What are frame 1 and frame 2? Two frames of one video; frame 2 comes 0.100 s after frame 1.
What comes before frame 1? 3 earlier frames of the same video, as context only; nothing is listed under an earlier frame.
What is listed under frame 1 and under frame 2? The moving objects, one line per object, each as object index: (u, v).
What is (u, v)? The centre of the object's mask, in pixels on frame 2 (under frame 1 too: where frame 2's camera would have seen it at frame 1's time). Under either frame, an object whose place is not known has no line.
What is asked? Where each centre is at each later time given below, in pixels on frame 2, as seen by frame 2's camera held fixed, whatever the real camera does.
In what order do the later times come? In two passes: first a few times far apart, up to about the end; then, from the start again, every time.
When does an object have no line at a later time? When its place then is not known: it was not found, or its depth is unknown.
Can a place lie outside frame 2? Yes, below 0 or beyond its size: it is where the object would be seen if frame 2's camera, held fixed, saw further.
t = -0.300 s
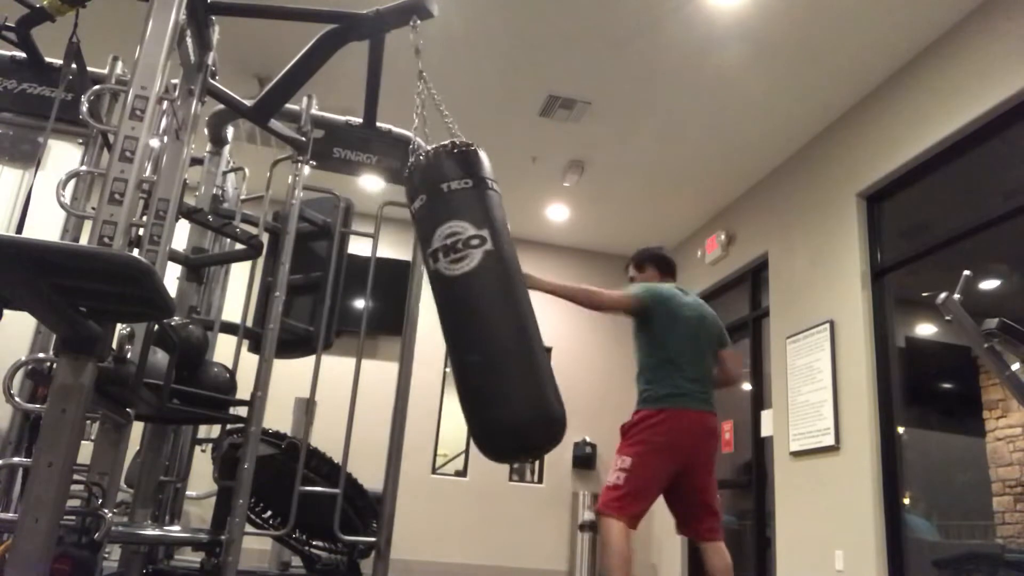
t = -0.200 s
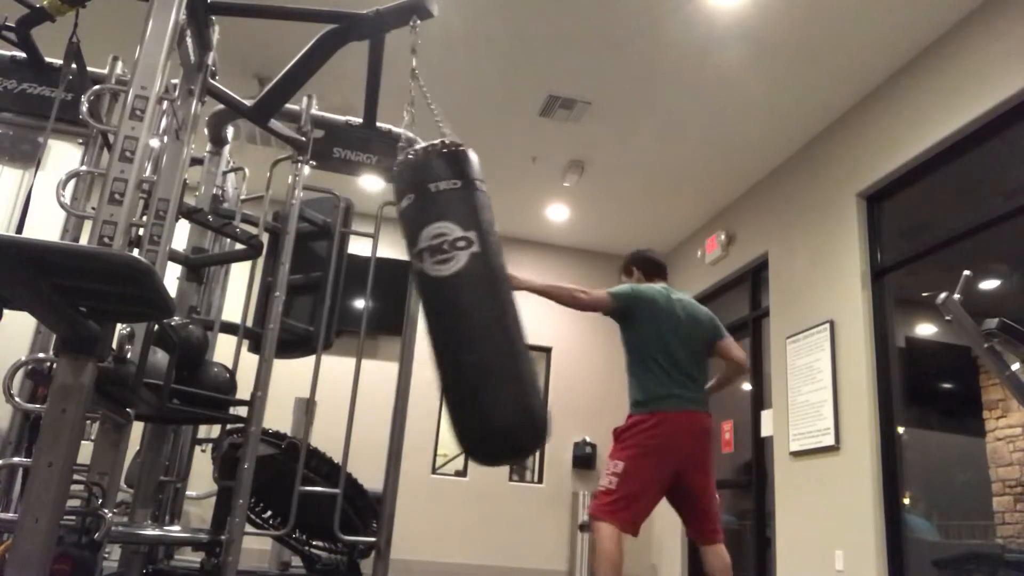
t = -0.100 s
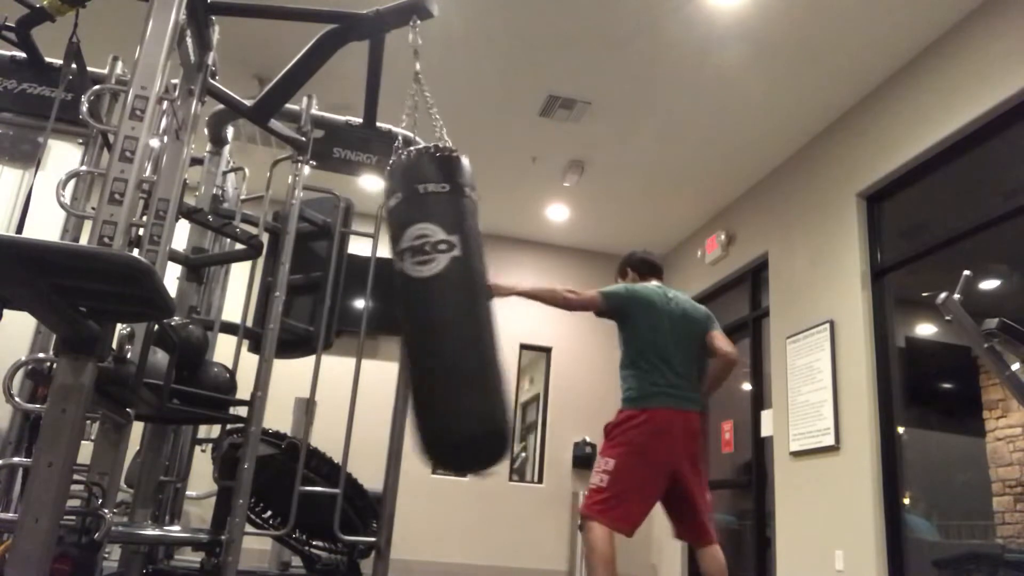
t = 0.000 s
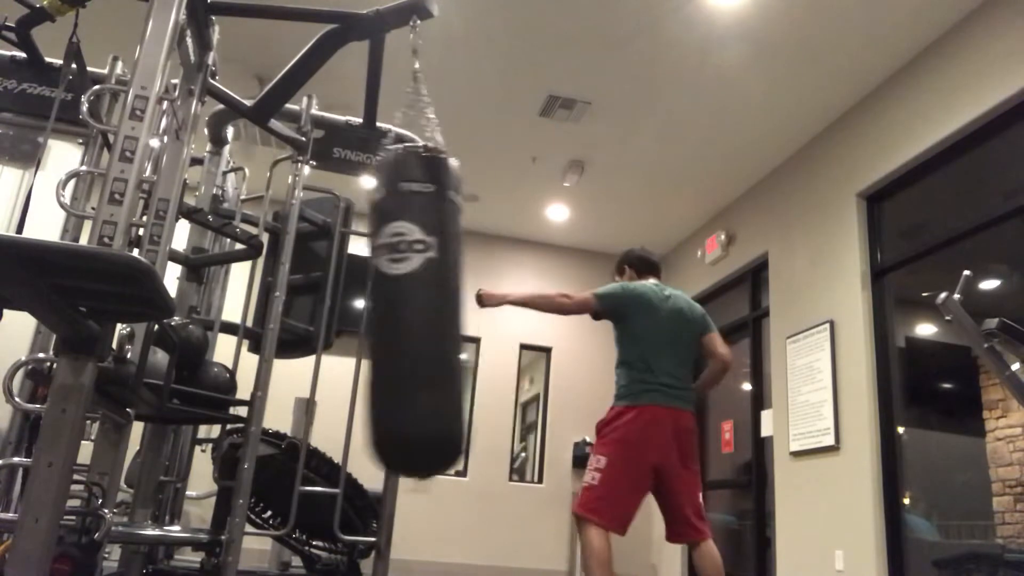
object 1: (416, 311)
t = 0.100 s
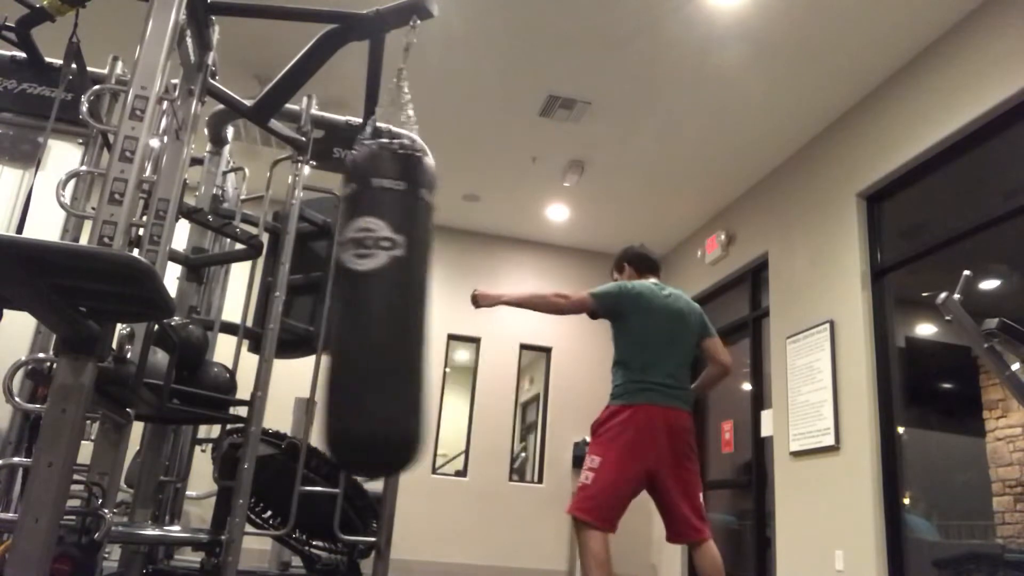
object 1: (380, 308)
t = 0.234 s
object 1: (334, 303)
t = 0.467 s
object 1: (268, 283)
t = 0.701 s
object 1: (269, 284)
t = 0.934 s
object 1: (317, 295)
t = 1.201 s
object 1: (396, 310)
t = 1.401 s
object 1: (450, 308)
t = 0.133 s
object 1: (369, 308)
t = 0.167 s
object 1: (358, 305)
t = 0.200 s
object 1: (347, 304)
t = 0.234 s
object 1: (334, 303)
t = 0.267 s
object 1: (324, 298)
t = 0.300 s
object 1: (313, 296)
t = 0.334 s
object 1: (302, 295)
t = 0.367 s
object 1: (292, 290)
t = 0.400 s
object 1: (283, 288)
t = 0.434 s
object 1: (274, 287)
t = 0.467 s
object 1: (268, 283)
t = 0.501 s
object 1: (261, 281)
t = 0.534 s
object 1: (258, 280)
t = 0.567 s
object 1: (258, 279)
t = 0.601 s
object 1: (258, 281)
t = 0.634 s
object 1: (260, 282)
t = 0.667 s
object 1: (264, 283)
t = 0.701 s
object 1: (269, 284)
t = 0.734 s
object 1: (275, 284)
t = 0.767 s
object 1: (280, 286)
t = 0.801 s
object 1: (288, 287)
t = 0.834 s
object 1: (294, 289)
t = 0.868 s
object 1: (301, 292)
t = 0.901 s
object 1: (308, 295)
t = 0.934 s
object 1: (317, 295)
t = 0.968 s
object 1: (326, 296)
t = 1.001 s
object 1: (336, 302)
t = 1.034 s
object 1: (347, 304)
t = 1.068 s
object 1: (358, 304)
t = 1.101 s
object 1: (367, 307)
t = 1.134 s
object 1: (377, 309)
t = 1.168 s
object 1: (386, 310)
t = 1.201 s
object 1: (396, 310)
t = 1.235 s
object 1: (407, 311)
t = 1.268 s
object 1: (416, 311)
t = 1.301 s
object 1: (426, 312)
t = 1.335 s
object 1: (435, 312)
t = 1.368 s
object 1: (443, 310)
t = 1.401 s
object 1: (450, 308)
